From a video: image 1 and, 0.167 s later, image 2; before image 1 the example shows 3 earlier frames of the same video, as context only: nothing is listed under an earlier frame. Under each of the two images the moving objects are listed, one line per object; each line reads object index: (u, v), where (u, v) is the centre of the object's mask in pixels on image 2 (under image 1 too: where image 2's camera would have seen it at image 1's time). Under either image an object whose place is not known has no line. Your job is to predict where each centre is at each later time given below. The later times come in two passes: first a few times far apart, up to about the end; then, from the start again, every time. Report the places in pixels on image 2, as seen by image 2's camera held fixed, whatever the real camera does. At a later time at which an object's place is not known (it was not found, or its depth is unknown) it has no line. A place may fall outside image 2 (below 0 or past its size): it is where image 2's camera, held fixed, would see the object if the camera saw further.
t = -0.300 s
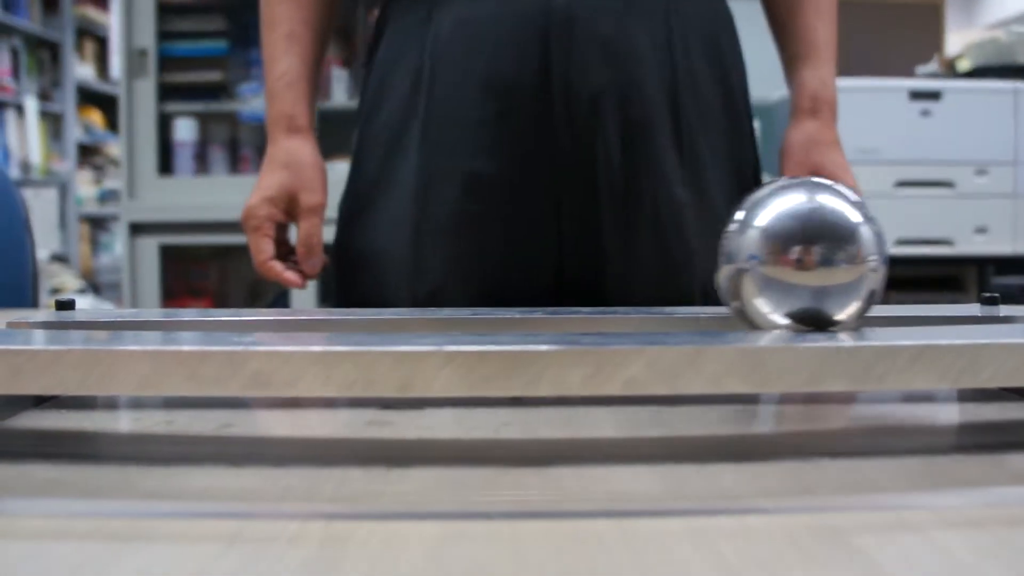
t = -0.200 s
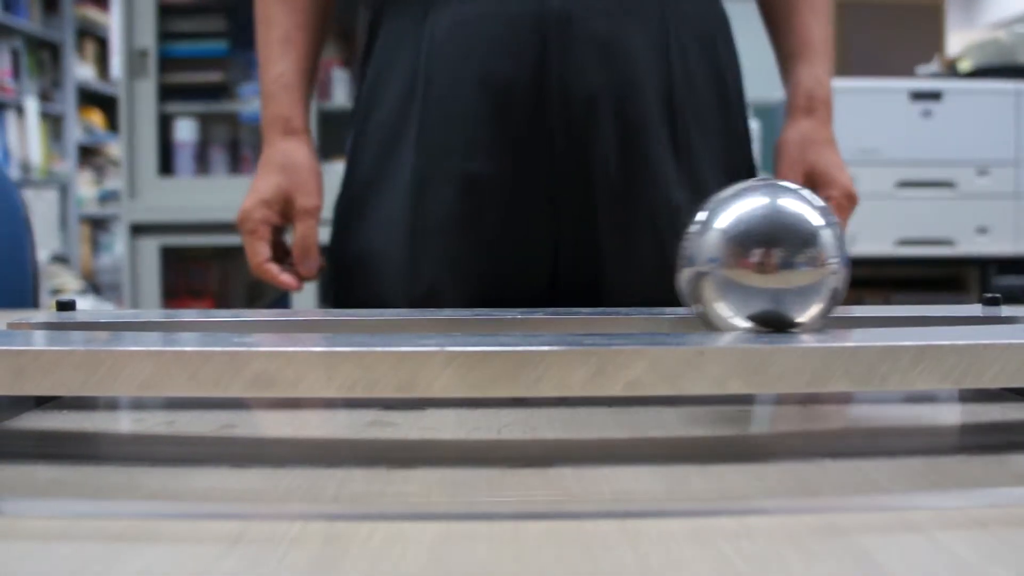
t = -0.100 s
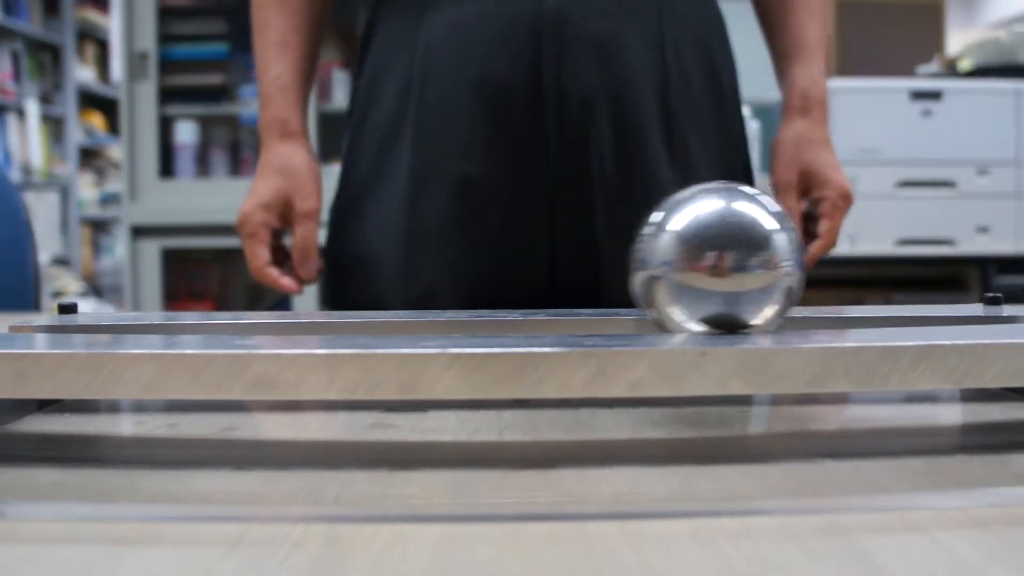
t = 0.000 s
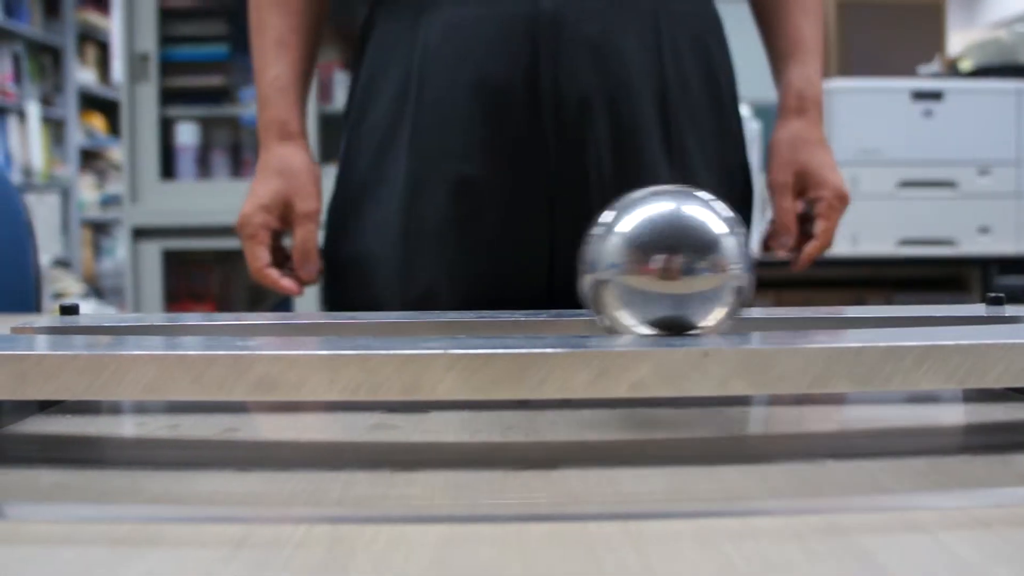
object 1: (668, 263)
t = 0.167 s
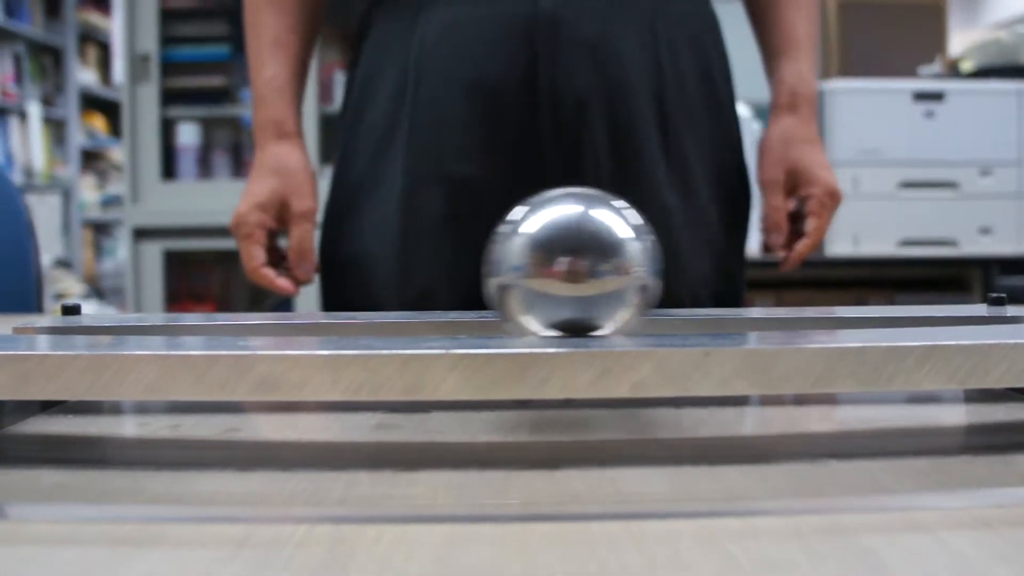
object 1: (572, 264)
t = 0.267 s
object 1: (514, 265)
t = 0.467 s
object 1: (401, 264)
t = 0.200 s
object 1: (553, 264)
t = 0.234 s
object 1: (533, 265)
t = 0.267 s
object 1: (514, 265)
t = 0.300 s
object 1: (493, 264)
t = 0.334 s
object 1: (473, 265)
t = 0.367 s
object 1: (454, 264)
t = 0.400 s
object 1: (436, 265)
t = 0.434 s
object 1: (417, 264)
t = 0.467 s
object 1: (401, 264)
